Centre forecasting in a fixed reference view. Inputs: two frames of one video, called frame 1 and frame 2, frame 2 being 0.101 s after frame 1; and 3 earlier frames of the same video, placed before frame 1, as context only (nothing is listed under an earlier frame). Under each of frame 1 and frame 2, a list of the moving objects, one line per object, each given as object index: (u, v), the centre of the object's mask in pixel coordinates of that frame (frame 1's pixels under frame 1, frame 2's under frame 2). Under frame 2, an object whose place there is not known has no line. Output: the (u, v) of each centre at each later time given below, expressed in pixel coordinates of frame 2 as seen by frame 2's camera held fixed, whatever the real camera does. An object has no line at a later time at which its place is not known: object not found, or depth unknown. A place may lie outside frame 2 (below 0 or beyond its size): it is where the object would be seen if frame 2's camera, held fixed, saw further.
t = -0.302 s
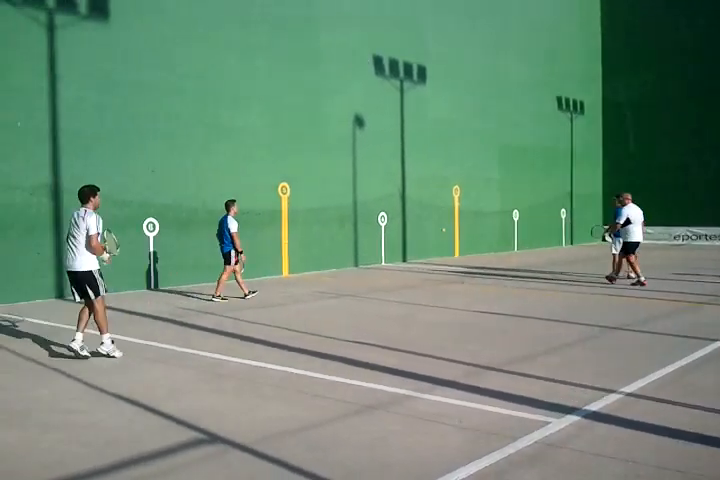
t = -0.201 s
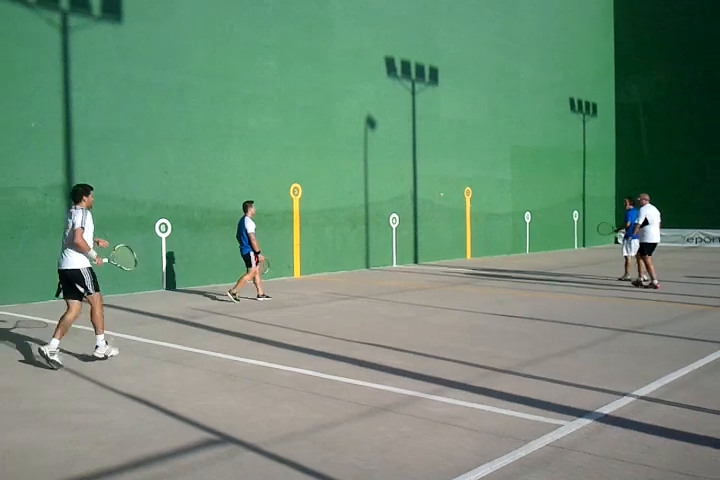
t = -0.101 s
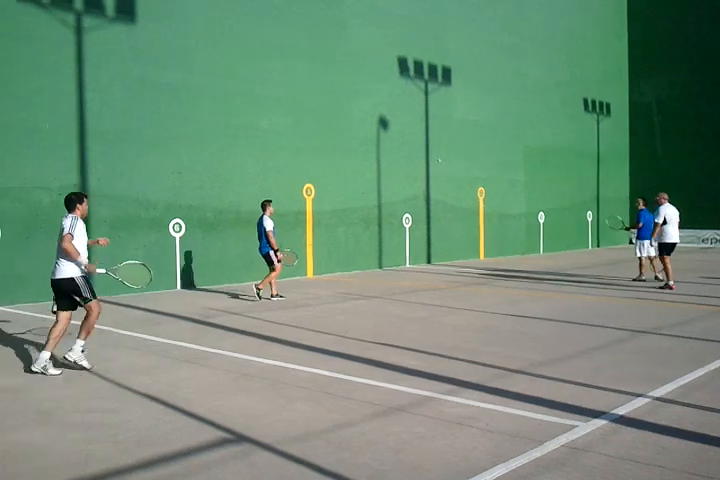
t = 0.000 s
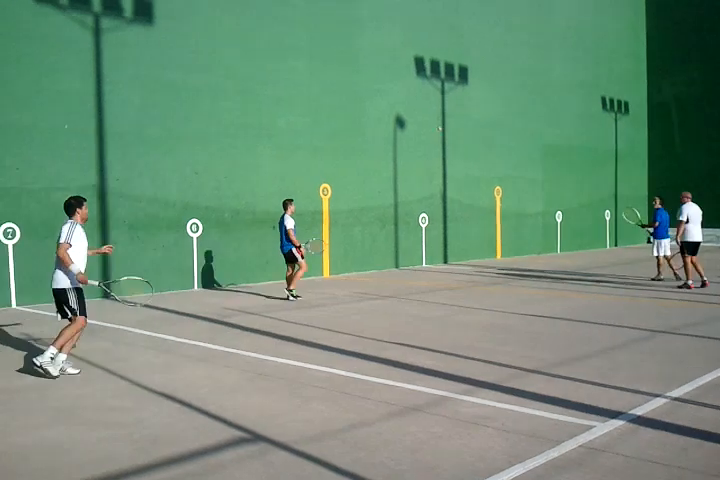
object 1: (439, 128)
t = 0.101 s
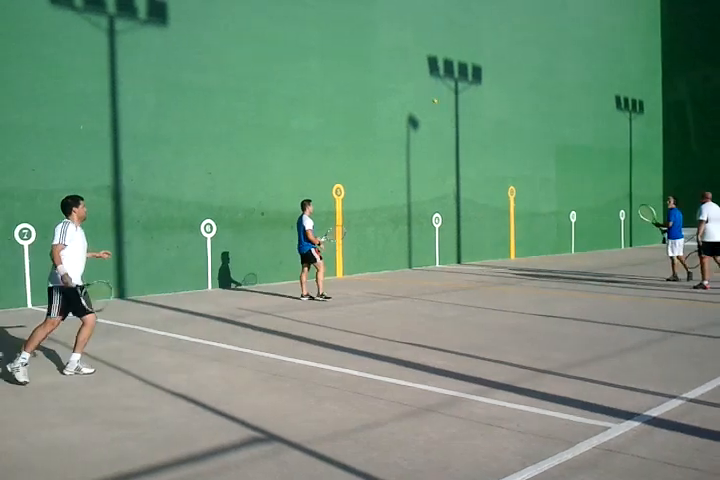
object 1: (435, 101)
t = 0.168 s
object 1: (421, 85)
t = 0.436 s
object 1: (362, 42)
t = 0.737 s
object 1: (267, 59)
